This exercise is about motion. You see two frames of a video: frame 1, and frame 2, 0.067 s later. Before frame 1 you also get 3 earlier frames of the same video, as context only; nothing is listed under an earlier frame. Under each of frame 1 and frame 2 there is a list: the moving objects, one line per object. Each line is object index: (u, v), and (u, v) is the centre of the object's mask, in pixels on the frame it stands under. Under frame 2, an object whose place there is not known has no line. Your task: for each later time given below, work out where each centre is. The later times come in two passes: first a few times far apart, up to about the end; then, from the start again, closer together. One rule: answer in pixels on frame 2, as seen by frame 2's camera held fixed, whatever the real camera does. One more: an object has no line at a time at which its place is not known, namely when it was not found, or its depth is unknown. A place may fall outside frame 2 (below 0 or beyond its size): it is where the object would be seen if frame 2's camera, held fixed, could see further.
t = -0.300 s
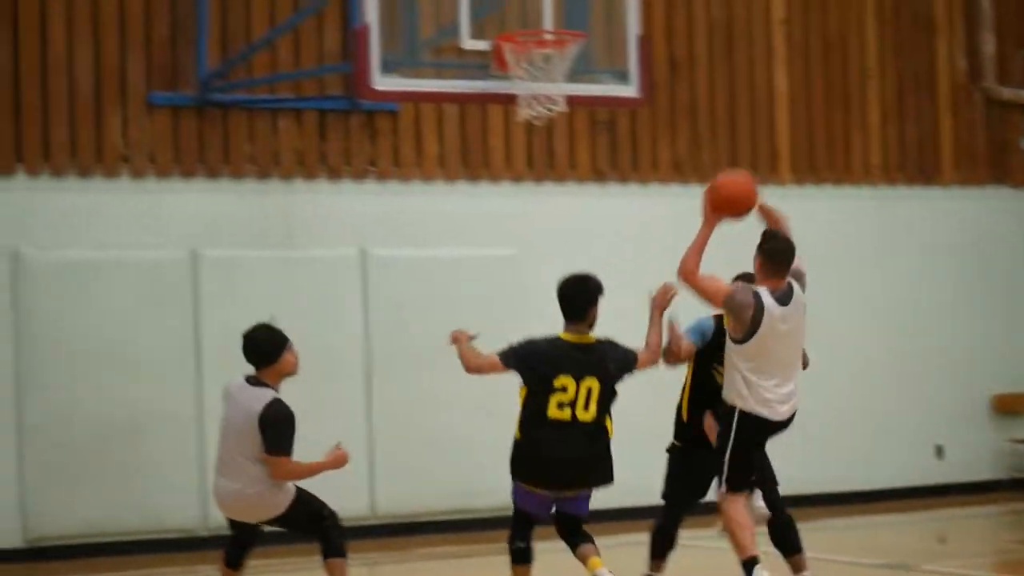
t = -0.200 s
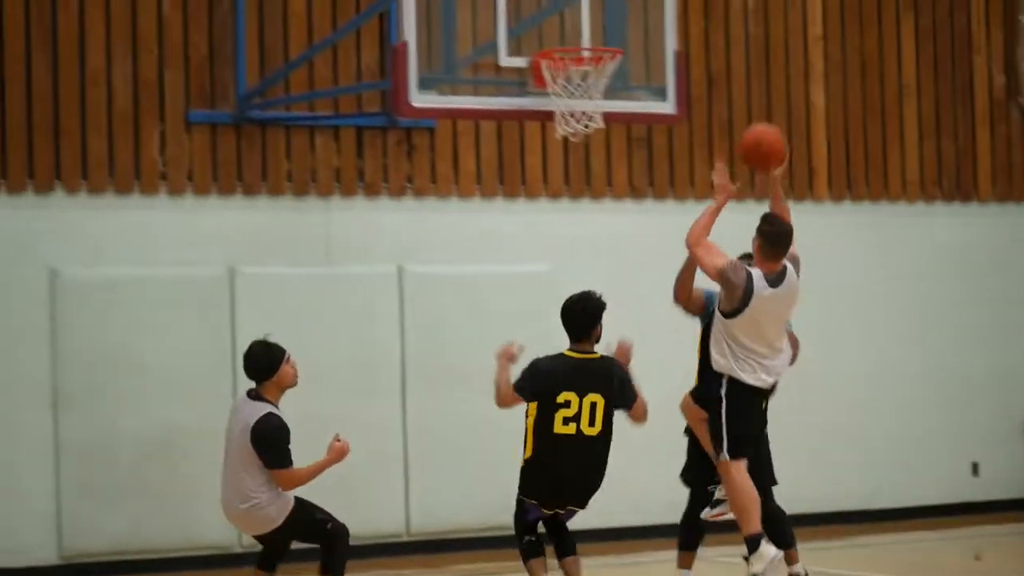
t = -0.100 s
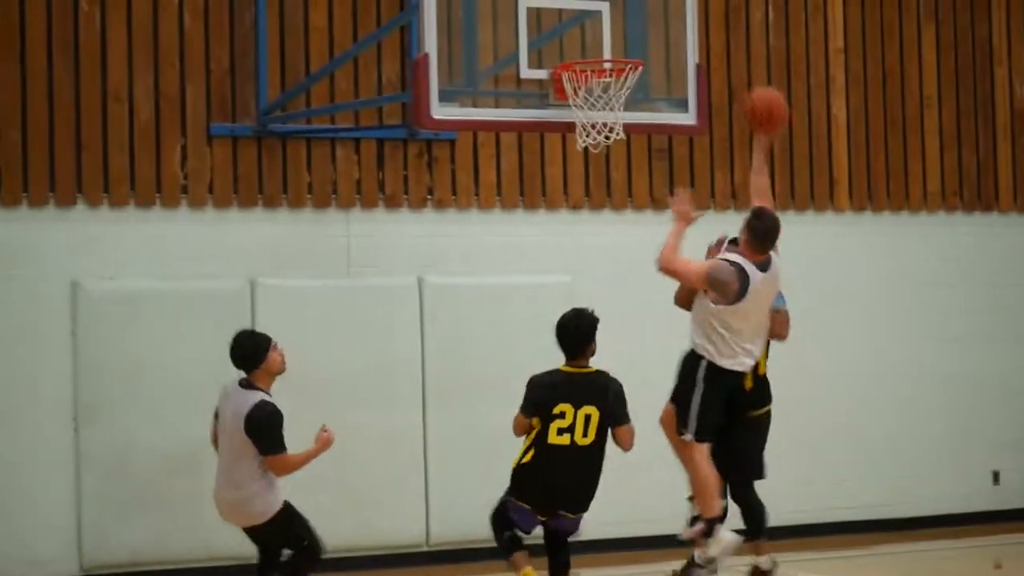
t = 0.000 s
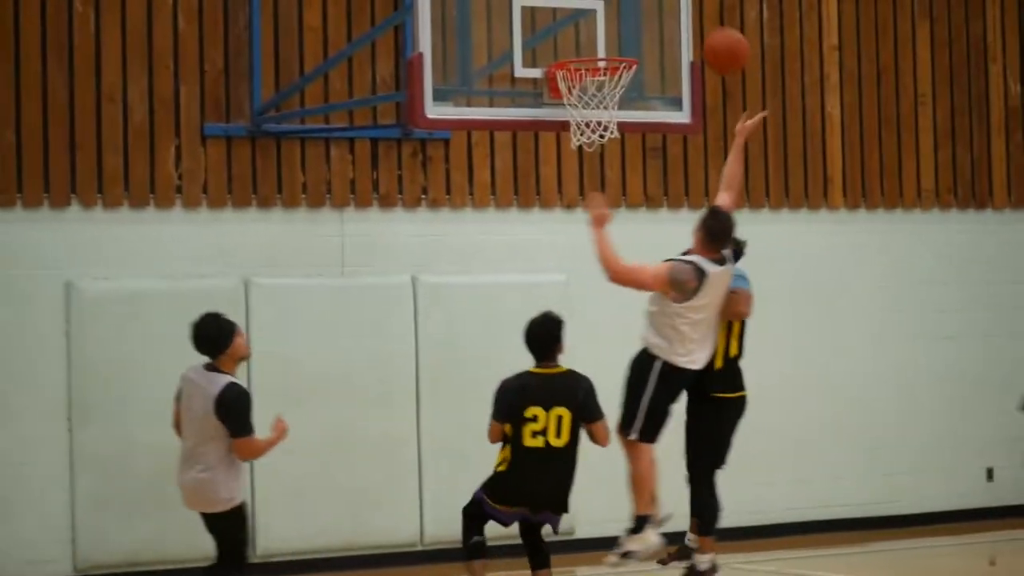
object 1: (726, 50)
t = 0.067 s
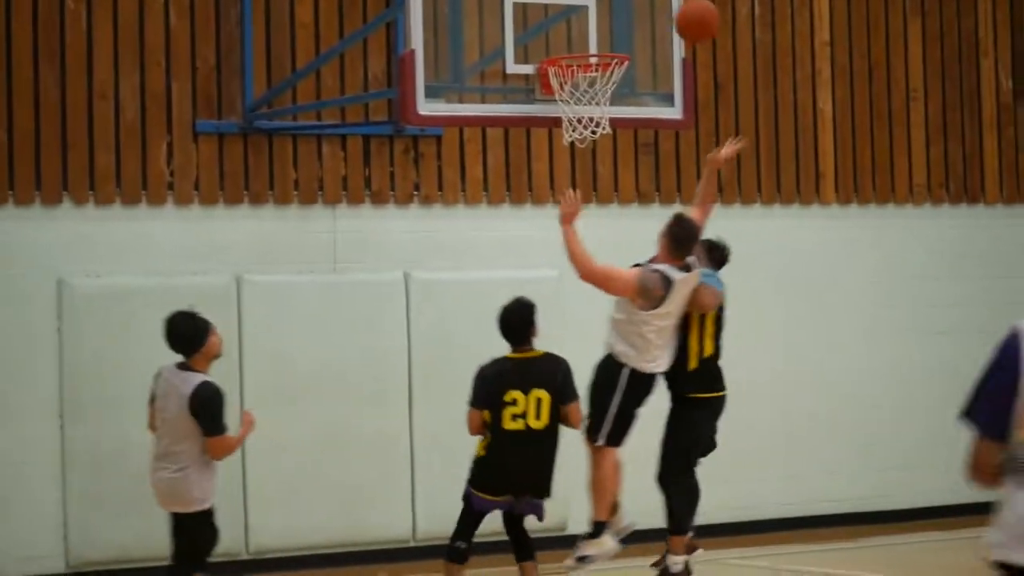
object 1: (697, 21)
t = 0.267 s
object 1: (640, 7)
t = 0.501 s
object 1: (576, 42)
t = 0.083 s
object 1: (692, 18)
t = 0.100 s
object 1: (687, 17)
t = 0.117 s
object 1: (682, 15)
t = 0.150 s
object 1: (673, 13)
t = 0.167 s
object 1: (668, 12)
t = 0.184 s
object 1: (663, 10)
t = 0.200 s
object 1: (657, 10)
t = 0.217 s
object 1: (652, 8)
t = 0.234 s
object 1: (648, 7)
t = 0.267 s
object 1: (640, 7)
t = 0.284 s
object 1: (636, 6)
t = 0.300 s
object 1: (632, 6)
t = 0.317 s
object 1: (626, 5)
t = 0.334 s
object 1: (622, 6)
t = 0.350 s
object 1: (617, 8)
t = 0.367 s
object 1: (612, 8)
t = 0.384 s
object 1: (607, 10)
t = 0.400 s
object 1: (603, 13)
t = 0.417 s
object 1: (598, 18)
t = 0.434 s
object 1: (593, 23)
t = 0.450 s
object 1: (589, 28)
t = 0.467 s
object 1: (584, 34)
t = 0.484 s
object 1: (581, 38)
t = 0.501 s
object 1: (576, 42)
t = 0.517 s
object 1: (573, 45)
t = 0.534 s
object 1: (571, 47)
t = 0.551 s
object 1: (577, 65)
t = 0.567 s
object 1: (583, 71)
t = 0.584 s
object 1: (593, 75)
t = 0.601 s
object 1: (600, 76)
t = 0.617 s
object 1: (608, 82)
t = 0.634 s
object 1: (613, 86)
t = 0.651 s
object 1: (618, 88)
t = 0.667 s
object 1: (622, 93)
